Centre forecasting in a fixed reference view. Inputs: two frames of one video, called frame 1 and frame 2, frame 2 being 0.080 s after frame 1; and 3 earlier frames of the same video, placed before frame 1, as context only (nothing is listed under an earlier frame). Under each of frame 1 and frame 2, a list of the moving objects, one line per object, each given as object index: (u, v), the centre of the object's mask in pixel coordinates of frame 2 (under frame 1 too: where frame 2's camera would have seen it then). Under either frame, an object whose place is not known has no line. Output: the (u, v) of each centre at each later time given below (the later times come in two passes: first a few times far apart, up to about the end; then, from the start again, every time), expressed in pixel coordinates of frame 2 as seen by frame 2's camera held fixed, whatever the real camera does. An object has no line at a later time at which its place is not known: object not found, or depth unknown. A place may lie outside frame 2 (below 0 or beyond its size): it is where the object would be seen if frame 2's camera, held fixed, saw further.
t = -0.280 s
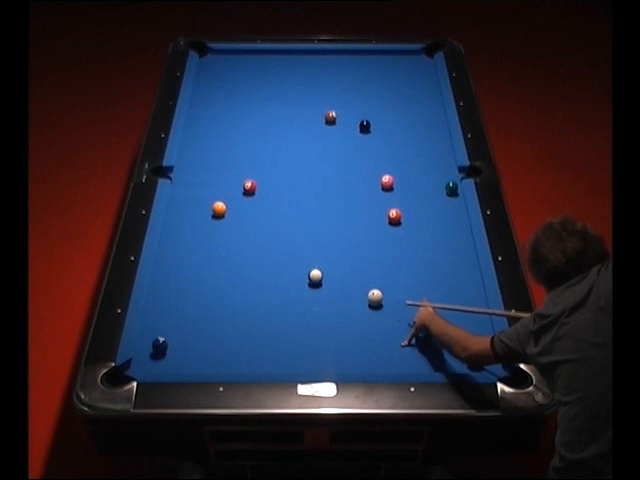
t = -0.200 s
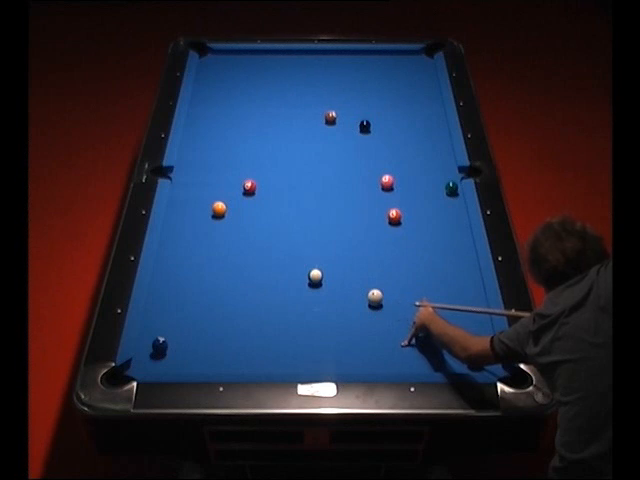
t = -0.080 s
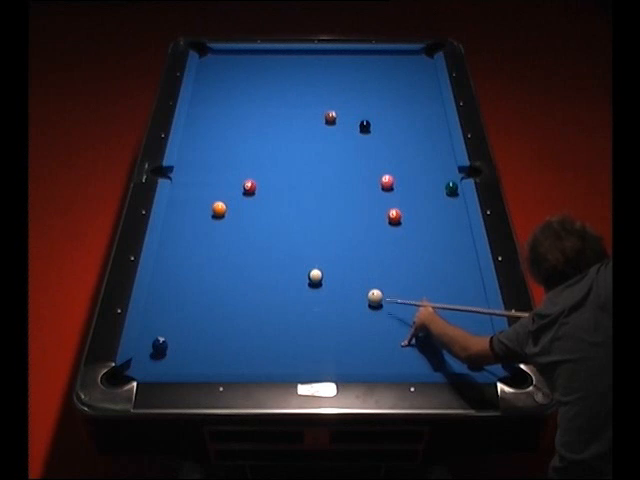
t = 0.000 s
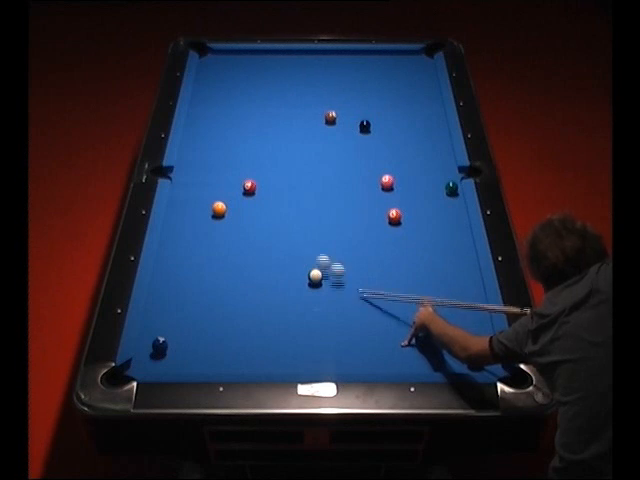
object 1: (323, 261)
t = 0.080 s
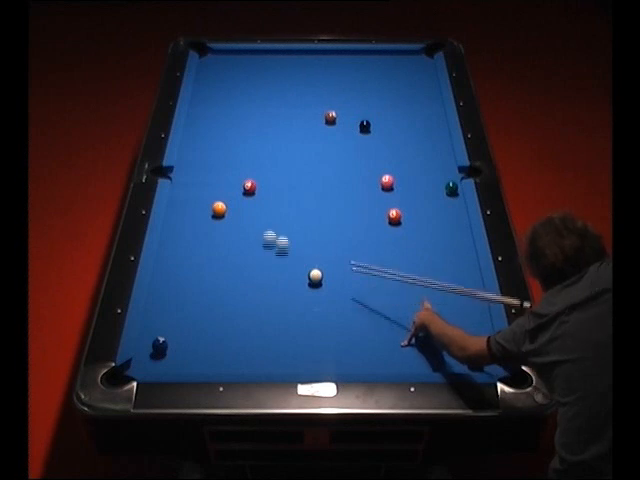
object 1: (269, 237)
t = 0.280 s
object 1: (221, 217)
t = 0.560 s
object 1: (210, 224)
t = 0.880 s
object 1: (198, 232)
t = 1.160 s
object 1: (189, 237)
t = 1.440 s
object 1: (182, 242)
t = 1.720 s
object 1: (174, 247)
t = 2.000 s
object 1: (168, 250)
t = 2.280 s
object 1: (163, 253)
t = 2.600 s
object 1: (163, 255)
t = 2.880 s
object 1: (164, 255)
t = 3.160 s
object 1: (164, 255)
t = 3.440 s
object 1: (164, 255)
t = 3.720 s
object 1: (164, 255)
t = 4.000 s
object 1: (164, 255)
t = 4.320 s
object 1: (164, 255)
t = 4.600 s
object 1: (164, 255)
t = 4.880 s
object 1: (164, 255)
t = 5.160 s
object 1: (164, 255)
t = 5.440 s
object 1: (164, 255)
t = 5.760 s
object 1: (164, 255)
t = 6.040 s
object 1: (164, 255)
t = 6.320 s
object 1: (164, 255)
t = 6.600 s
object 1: (164, 255)
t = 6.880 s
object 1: (164, 255)
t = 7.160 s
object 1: (164, 255)
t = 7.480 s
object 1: (164, 255)
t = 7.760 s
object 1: (164, 255)
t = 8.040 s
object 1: (164, 255)
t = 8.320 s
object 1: (164, 255)
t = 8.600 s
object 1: (164, 255)
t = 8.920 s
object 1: (164, 255)
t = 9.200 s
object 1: (164, 255)
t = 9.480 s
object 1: (164, 255)
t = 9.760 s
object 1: (164, 255)
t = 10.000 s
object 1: (164, 255)
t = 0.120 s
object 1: (245, 223)
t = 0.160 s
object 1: (230, 216)
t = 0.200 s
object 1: (225, 215)
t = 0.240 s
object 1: (222, 216)
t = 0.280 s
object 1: (221, 217)
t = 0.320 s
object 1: (219, 218)
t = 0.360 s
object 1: (218, 219)
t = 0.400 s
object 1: (216, 221)
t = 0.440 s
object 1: (215, 221)
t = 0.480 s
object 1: (213, 223)
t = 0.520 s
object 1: (212, 224)
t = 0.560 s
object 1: (210, 224)
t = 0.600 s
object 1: (209, 225)
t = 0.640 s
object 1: (207, 226)
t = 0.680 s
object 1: (205, 227)
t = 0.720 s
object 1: (204, 228)
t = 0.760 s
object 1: (202, 229)
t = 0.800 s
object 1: (201, 230)
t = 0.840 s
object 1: (200, 231)
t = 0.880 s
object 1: (198, 232)
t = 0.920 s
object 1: (197, 233)
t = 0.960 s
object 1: (196, 234)
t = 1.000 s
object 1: (194, 234)
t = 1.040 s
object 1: (193, 235)
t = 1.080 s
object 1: (192, 236)
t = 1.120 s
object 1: (191, 236)
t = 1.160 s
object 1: (189, 237)
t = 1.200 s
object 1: (188, 238)
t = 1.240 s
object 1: (187, 239)
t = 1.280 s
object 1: (186, 239)
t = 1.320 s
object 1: (185, 240)
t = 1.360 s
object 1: (184, 241)
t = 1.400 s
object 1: (183, 241)
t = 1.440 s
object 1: (182, 242)
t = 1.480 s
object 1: (180, 243)
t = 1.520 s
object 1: (179, 244)
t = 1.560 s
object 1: (178, 244)
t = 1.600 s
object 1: (177, 245)
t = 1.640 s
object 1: (176, 246)
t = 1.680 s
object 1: (175, 246)
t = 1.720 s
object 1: (174, 247)
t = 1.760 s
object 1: (173, 247)
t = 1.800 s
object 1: (173, 248)
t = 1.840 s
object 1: (172, 248)
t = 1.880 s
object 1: (171, 249)
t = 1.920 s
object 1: (170, 249)
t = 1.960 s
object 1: (169, 250)
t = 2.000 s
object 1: (168, 250)
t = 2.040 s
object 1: (167, 251)
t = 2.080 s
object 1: (167, 251)
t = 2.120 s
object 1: (166, 252)
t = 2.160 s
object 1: (165, 252)
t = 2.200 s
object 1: (164, 252)
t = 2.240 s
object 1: (164, 253)
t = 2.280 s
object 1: (163, 253)
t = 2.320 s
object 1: (163, 253)
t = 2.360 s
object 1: (162, 254)
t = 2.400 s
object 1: (162, 254)
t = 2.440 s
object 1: (162, 254)
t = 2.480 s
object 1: (163, 254)
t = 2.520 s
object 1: (163, 254)
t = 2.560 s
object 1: (163, 254)
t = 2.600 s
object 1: (163, 255)
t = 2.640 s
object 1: (163, 255)
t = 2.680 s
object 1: (163, 255)
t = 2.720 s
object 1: (163, 255)
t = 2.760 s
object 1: (164, 255)
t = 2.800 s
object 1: (164, 255)
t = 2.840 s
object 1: (164, 255)
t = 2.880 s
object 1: (164, 255)
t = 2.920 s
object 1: (164, 255)
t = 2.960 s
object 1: (164, 255)
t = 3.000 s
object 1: (164, 255)
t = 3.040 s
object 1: (164, 255)
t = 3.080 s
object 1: (164, 255)
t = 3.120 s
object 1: (164, 255)
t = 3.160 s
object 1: (164, 255)
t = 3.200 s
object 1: (164, 255)
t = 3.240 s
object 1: (164, 255)
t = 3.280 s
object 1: (164, 255)
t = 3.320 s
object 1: (164, 255)
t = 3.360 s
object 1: (164, 255)
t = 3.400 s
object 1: (164, 255)
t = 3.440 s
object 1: (164, 255)
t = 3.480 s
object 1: (164, 255)
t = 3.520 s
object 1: (164, 255)
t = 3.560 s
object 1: (164, 255)
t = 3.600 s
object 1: (164, 255)
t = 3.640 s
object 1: (164, 255)
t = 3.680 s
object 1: (164, 255)
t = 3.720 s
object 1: (164, 255)
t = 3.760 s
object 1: (164, 255)
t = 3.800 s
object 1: (164, 255)
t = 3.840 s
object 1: (164, 255)
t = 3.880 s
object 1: (164, 255)
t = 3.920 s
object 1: (164, 255)
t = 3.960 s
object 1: (164, 255)
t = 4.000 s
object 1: (164, 255)
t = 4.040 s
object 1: (164, 255)
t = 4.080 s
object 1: (164, 255)
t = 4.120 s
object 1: (164, 255)
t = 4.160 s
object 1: (164, 255)
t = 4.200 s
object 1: (164, 255)
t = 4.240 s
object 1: (164, 255)
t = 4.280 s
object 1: (164, 255)
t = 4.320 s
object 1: (164, 255)
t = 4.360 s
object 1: (164, 255)
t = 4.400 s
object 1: (164, 255)
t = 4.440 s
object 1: (164, 255)
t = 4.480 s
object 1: (164, 255)
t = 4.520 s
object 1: (164, 255)
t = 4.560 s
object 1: (164, 255)
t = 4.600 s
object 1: (164, 255)
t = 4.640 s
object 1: (164, 255)
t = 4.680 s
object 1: (164, 255)
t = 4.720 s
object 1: (164, 255)
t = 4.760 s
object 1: (164, 255)
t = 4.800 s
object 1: (164, 255)
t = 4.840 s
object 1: (164, 255)
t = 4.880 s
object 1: (164, 255)
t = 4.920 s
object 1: (164, 255)
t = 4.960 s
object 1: (164, 255)
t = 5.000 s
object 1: (164, 255)
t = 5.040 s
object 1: (164, 255)
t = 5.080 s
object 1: (164, 255)
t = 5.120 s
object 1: (164, 255)
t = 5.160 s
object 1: (164, 255)
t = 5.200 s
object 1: (164, 255)
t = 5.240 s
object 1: (164, 255)
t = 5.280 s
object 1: (164, 255)
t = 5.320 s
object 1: (164, 255)
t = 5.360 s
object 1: (164, 255)
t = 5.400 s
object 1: (164, 255)
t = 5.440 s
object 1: (164, 255)
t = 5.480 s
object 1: (164, 255)
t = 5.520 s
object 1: (164, 255)
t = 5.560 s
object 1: (164, 255)
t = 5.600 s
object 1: (164, 255)
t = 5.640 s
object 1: (164, 255)
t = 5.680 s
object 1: (164, 255)
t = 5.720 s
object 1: (164, 255)
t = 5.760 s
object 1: (164, 255)
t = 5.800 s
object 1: (164, 255)
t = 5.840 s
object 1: (164, 255)
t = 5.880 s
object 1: (164, 255)
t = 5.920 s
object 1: (164, 255)
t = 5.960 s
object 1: (164, 255)
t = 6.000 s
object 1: (164, 255)
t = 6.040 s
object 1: (164, 255)
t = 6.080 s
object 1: (164, 255)
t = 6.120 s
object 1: (164, 255)
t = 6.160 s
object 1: (164, 255)
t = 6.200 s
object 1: (164, 255)
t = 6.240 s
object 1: (164, 255)
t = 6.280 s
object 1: (164, 255)
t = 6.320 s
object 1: (164, 255)
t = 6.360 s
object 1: (164, 255)
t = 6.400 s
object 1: (164, 255)
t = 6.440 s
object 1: (164, 255)
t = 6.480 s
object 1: (164, 255)
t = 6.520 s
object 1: (164, 255)
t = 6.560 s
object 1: (164, 255)
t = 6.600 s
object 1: (164, 255)
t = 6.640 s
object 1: (164, 255)
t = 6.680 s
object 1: (164, 255)
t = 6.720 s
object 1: (164, 255)
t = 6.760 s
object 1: (164, 255)
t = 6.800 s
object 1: (164, 255)
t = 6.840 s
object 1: (164, 255)
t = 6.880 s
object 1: (164, 255)
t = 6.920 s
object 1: (164, 255)
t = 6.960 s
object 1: (164, 255)
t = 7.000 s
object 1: (164, 255)
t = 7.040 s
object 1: (164, 255)
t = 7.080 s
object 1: (164, 255)
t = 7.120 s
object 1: (164, 255)
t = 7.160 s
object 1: (164, 255)
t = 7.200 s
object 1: (164, 255)
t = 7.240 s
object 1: (164, 255)
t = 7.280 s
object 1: (164, 255)
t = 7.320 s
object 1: (164, 255)
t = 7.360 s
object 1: (164, 255)
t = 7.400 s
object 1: (164, 255)
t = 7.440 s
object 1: (164, 255)
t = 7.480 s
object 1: (164, 255)
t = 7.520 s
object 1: (164, 255)
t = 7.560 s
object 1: (164, 255)
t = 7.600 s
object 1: (164, 255)
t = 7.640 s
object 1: (164, 255)
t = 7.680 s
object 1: (164, 255)
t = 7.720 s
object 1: (164, 255)
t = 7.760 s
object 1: (164, 255)
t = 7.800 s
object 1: (164, 255)
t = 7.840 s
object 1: (164, 255)
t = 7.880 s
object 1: (164, 255)
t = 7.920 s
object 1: (164, 255)
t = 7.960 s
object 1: (164, 255)
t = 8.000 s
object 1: (164, 255)
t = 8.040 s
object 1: (164, 255)
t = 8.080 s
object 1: (164, 255)
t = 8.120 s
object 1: (164, 255)
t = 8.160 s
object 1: (164, 255)
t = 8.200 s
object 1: (164, 255)
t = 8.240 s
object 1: (164, 255)
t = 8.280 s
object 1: (164, 255)
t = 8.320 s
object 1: (164, 255)
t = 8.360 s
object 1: (164, 255)
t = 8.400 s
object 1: (164, 255)
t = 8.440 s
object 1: (164, 255)
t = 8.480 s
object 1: (164, 255)
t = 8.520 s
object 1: (164, 255)
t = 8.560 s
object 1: (164, 255)
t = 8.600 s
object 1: (164, 255)
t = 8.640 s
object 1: (164, 255)
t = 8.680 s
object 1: (164, 255)
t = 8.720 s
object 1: (164, 255)
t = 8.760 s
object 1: (164, 255)
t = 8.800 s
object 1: (164, 255)
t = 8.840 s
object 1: (164, 255)
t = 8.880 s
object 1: (164, 255)
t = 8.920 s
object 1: (164, 255)
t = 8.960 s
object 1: (164, 255)
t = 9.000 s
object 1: (164, 255)
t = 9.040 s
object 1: (164, 255)
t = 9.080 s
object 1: (164, 255)
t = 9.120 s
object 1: (164, 255)
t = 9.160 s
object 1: (164, 255)
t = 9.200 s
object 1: (164, 255)
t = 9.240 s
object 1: (164, 255)
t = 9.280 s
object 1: (164, 255)
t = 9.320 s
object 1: (164, 255)
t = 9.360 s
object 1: (164, 255)
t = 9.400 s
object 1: (164, 255)
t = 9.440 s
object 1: (164, 255)
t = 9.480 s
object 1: (164, 255)
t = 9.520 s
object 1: (164, 255)
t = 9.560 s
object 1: (164, 255)
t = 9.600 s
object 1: (164, 255)
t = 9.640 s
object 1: (164, 255)
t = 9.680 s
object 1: (164, 255)
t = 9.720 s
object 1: (164, 255)
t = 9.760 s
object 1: (164, 255)
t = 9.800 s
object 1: (164, 255)
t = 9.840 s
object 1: (164, 255)
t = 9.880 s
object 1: (164, 255)
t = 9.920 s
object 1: (164, 255)
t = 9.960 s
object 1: (164, 255)
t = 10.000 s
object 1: (164, 255)
